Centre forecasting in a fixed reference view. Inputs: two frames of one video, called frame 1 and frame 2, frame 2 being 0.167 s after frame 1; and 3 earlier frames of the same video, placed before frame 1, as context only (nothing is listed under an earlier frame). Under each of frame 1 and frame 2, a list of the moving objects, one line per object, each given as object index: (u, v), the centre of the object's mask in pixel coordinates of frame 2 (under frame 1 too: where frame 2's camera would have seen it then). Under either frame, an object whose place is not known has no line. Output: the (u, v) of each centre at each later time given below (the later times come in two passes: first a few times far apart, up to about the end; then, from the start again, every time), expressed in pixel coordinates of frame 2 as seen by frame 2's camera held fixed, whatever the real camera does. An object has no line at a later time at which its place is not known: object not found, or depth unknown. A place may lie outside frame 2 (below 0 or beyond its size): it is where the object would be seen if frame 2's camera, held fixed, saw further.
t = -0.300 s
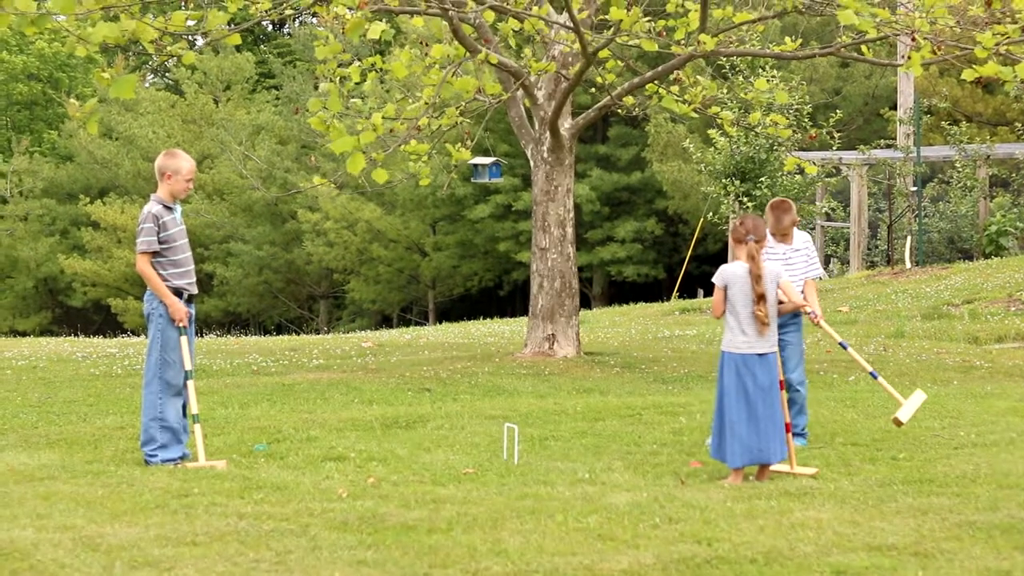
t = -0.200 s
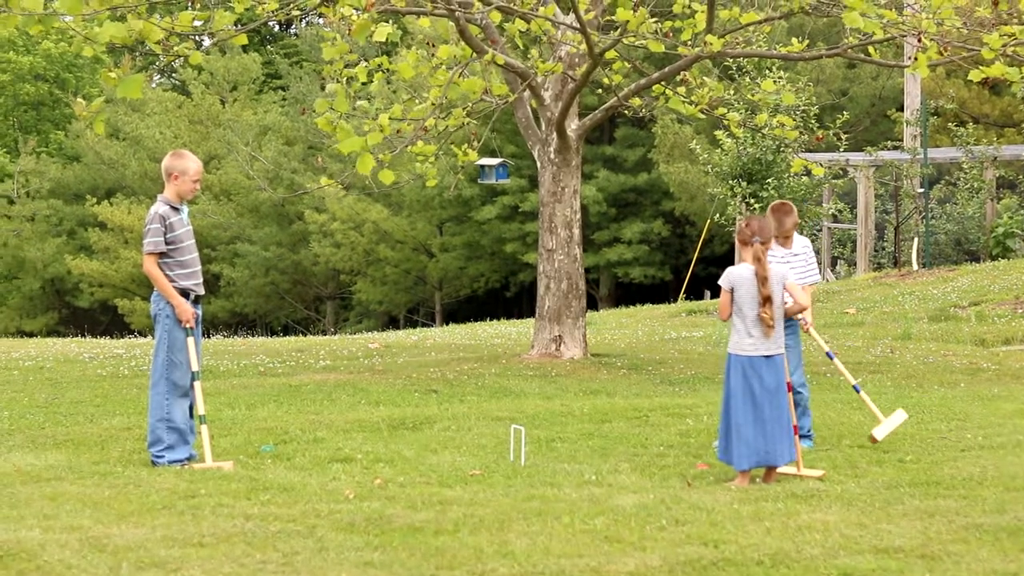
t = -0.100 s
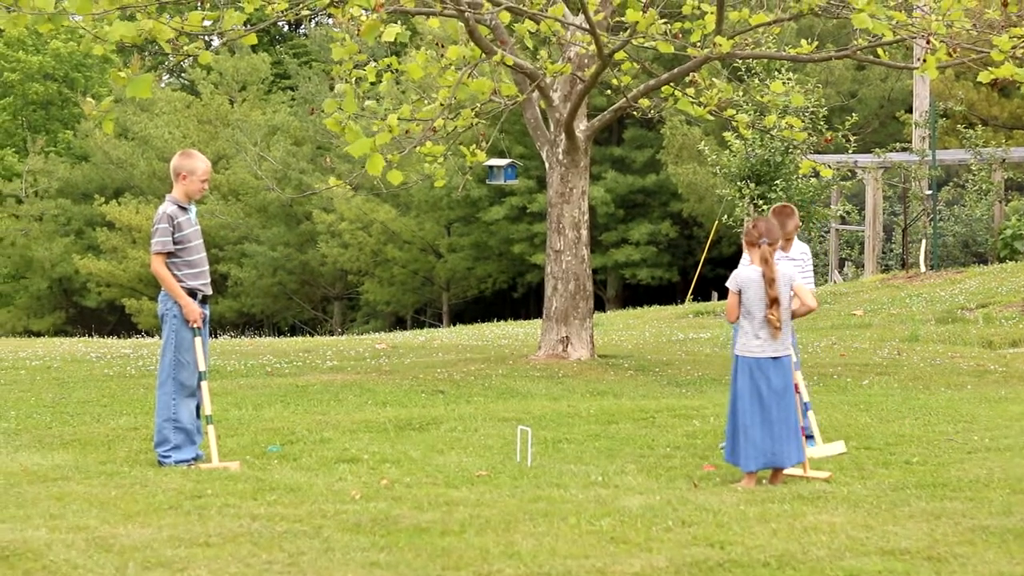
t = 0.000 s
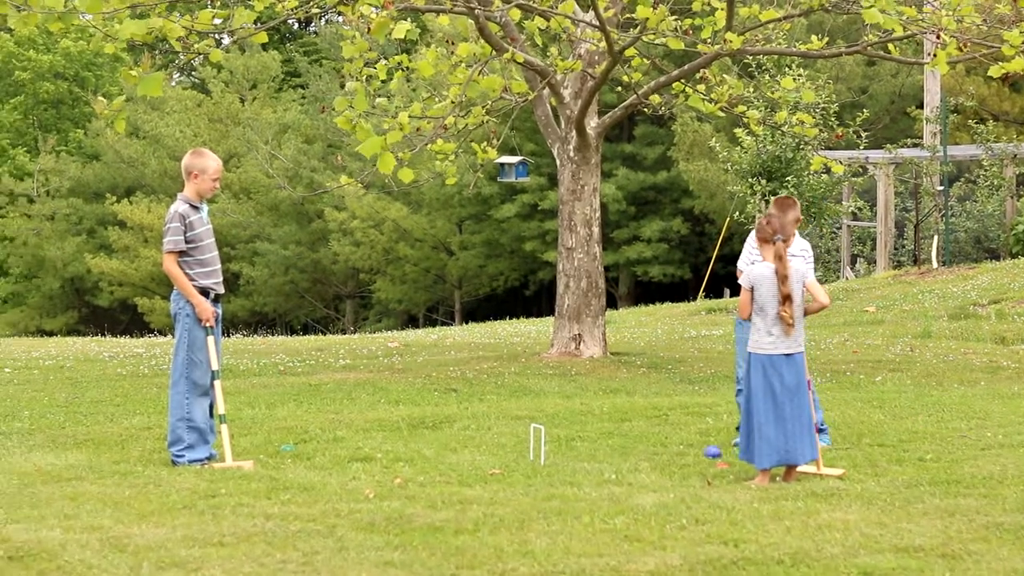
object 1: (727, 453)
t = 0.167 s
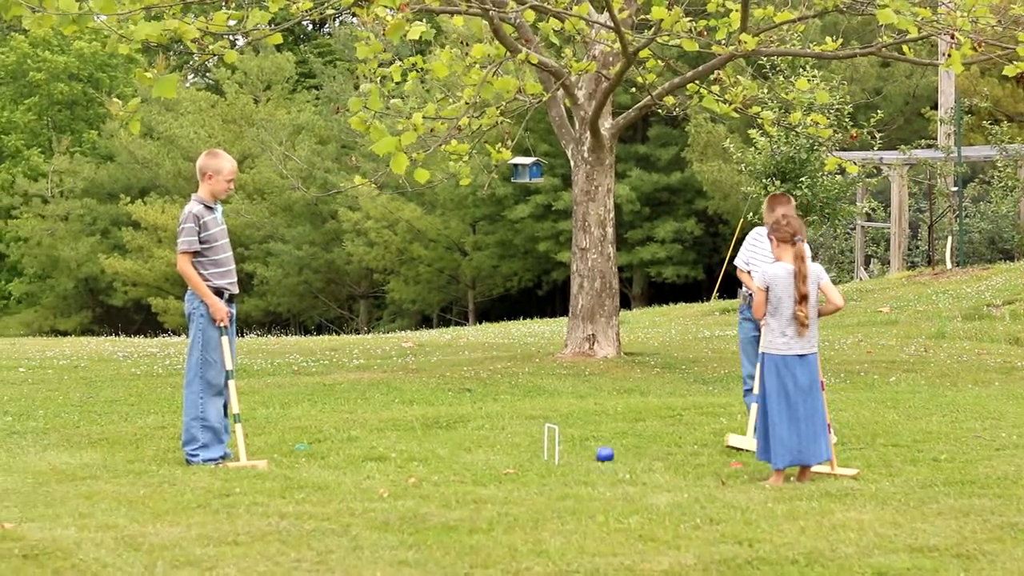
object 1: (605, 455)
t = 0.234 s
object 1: (565, 454)
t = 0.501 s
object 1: (408, 464)
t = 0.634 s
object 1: (343, 467)
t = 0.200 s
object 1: (584, 454)
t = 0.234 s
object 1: (565, 454)
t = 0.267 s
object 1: (542, 457)
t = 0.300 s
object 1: (522, 460)
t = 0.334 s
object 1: (501, 461)
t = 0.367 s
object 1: (481, 461)
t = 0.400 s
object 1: (463, 462)
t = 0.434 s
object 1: (445, 461)
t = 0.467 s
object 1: (427, 462)
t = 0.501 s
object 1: (408, 464)
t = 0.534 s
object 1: (392, 466)
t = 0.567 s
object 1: (375, 466)
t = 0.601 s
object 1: (360, 465)
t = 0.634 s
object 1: (343, 467)
